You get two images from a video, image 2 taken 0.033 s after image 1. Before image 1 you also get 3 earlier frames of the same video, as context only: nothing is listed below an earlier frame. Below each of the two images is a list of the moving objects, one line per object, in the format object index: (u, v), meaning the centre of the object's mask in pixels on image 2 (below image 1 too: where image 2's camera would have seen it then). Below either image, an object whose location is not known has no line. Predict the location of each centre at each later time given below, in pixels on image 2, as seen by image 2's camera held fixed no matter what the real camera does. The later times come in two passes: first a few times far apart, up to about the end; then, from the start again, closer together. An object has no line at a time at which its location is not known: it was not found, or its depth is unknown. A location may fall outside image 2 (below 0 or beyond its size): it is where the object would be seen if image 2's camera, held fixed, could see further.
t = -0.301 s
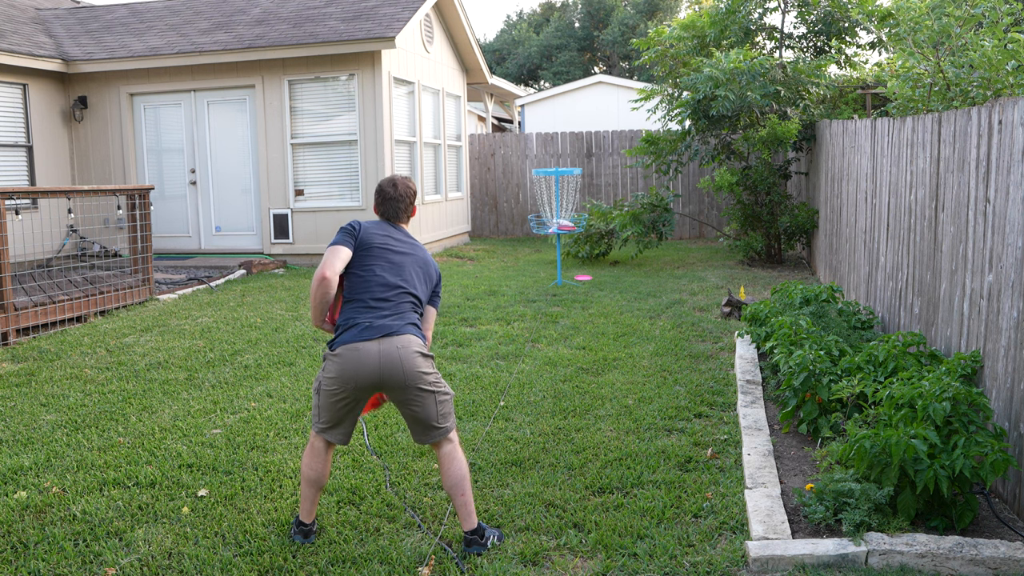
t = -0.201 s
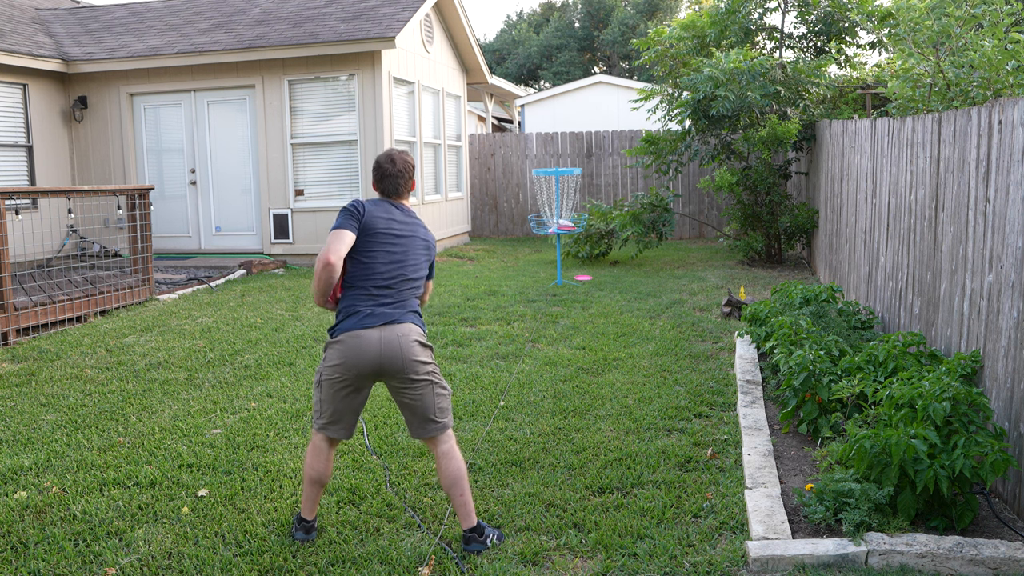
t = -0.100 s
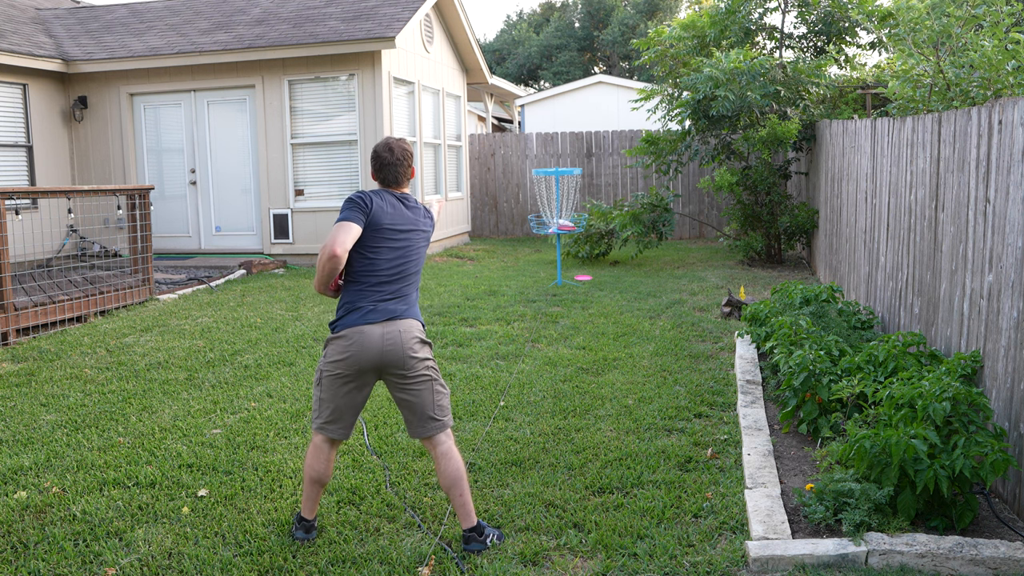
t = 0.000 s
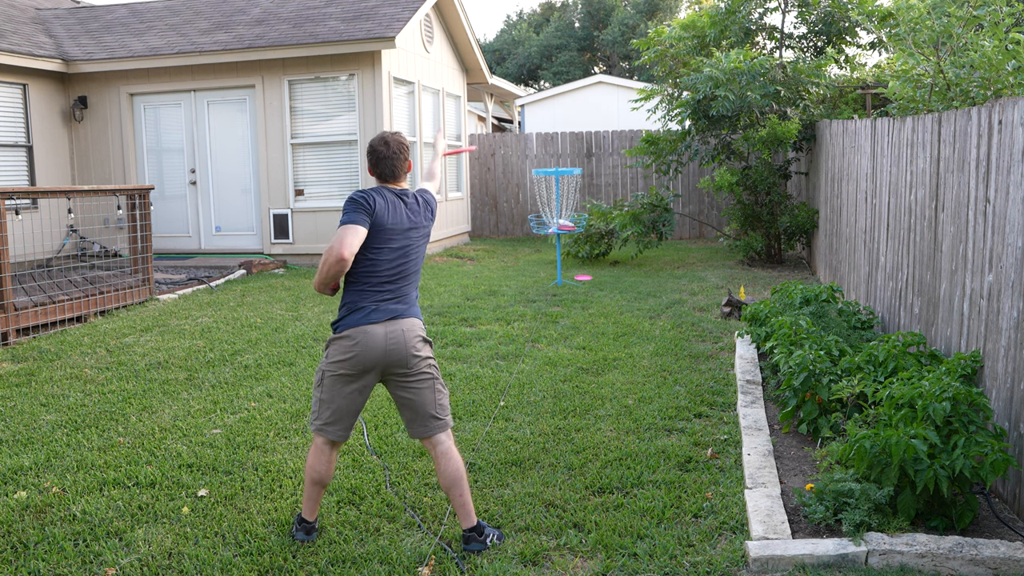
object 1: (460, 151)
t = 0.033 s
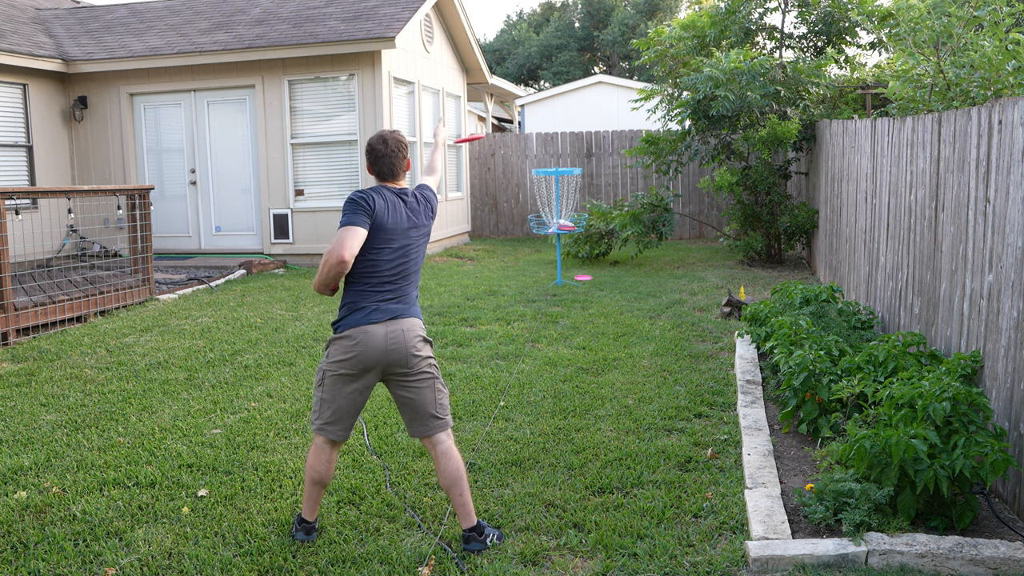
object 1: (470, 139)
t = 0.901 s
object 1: (546, 224)
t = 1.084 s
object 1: (542, 225)
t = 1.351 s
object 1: (543, 228)
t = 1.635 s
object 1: (543, 228)
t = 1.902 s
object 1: (543, 228)
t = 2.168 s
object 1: (543, 228)
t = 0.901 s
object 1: (546, 224)
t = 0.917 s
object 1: (546, 224)
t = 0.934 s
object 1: (545, 224)
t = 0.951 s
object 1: (545, 223)
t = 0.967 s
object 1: (543, 223)
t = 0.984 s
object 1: (543, 223)
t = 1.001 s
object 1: (543, 223)
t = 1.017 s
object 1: (542, 223)
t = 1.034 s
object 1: (542, 223)
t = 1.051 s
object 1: (542, 224)
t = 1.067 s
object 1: (542, 224)
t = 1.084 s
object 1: (542, 225)
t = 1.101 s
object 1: (543, 227)
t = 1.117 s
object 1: (543, 227)
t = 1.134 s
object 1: (543, 228)
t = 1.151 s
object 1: (543, 228)
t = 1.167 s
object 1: (543, 228)
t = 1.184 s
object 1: (543, 228)
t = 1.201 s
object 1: (543, 228)
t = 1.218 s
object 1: (543, 228)
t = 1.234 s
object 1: (543, 228)
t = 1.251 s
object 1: (543, 228)
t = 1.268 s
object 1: (543, 228)
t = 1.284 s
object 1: (543, 228)
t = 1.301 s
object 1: (543, 228)
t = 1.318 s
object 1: (543, 228)
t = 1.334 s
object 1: (543, 228)
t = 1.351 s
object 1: (543, 228)
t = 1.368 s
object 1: (543, 228)
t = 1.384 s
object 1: (543, 228)
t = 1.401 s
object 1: (543, 228)
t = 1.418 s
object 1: (543, 228)
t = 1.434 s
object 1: (543, 228)
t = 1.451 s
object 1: (543, 228)
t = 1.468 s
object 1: (543, 228)
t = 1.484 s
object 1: (543, 228)
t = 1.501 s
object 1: (543, 228)
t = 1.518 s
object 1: (543, 228)
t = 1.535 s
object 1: (543, 228)
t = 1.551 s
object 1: (543, 228)
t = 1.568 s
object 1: (543, 228)
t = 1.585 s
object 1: (543, 228)
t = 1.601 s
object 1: (543, 228)
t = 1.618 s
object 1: (543, 228)
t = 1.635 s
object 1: (543, 228)
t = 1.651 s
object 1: (543, 228)
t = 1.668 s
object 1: (543, 228)
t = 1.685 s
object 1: (543, 228)
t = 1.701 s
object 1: (543, 228)
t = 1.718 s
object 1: (543, 228)
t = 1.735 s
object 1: (543, 228)
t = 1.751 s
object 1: (543, 228)
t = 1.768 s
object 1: (543, 228)
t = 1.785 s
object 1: (543, 228)
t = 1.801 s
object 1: (543, 228)
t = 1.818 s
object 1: (543, 228)
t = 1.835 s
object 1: (543, 228)
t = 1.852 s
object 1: (543, 228)
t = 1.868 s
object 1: (543, 228)
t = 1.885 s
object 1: (543, 228)
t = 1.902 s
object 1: (543, 228)
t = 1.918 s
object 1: (543, 228)
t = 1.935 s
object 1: (543, 228)
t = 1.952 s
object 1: (543, 228)
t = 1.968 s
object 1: (543, 228)
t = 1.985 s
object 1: (543, 228)
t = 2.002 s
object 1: (543, 228)
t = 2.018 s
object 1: (543, 228)
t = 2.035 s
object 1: (543, 228)
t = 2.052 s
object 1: (543, 228)
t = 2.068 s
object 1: (543, 228)
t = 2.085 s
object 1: (543, 228)
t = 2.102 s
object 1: (543, 228)
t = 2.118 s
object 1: (543, 228)
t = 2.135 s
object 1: (543, 228)
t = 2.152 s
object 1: (543, 228)
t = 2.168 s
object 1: (543, 228)
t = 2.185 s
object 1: (543, 228)
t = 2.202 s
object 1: (543, 228)
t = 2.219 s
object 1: (543, 228)
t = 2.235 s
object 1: (543, 228)
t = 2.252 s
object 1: (543, 228)
